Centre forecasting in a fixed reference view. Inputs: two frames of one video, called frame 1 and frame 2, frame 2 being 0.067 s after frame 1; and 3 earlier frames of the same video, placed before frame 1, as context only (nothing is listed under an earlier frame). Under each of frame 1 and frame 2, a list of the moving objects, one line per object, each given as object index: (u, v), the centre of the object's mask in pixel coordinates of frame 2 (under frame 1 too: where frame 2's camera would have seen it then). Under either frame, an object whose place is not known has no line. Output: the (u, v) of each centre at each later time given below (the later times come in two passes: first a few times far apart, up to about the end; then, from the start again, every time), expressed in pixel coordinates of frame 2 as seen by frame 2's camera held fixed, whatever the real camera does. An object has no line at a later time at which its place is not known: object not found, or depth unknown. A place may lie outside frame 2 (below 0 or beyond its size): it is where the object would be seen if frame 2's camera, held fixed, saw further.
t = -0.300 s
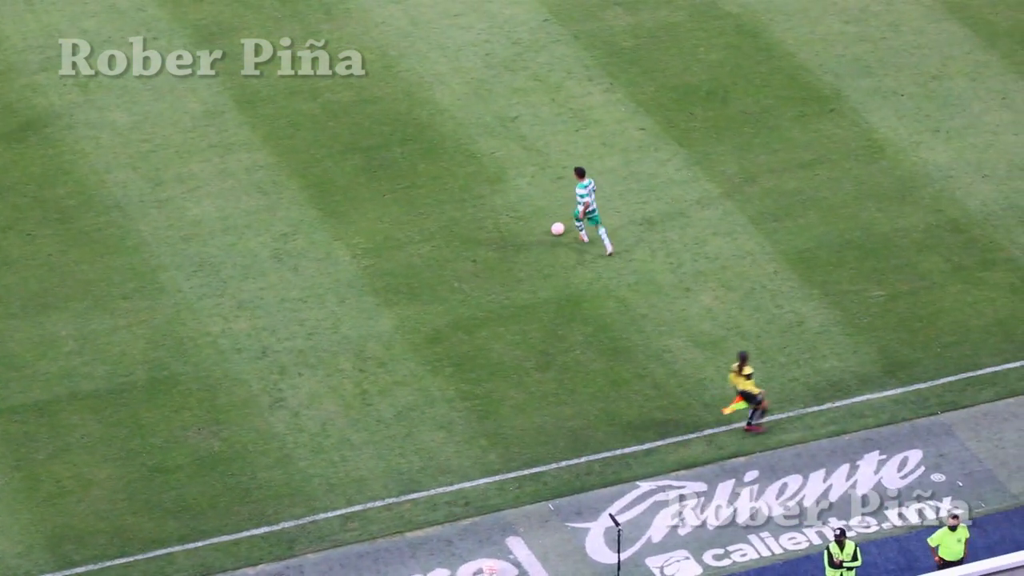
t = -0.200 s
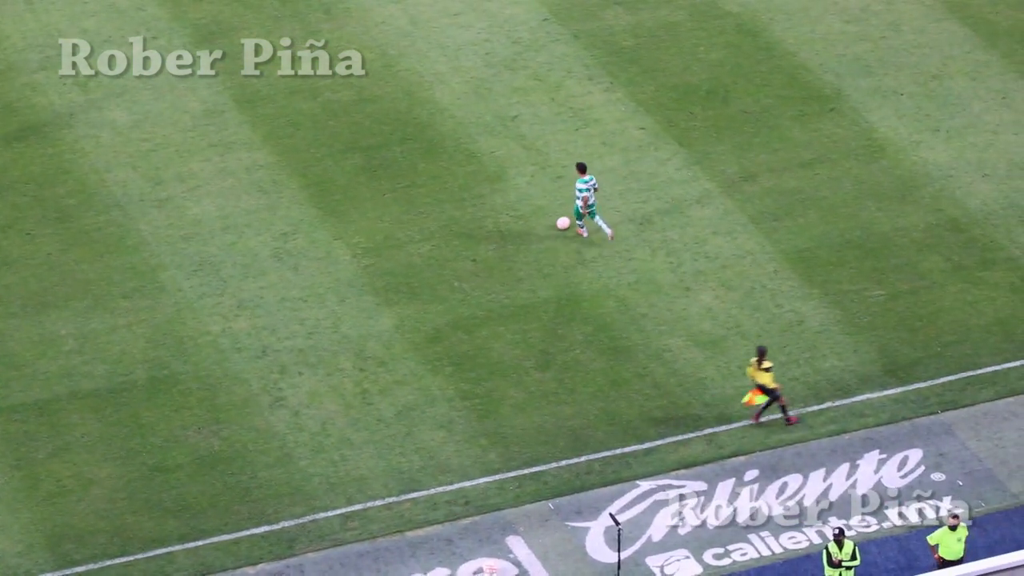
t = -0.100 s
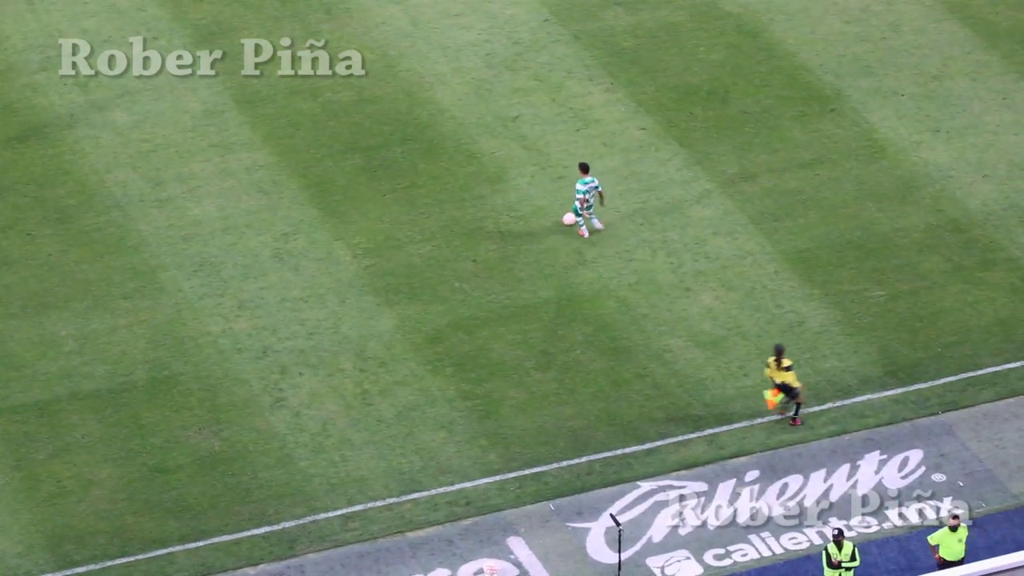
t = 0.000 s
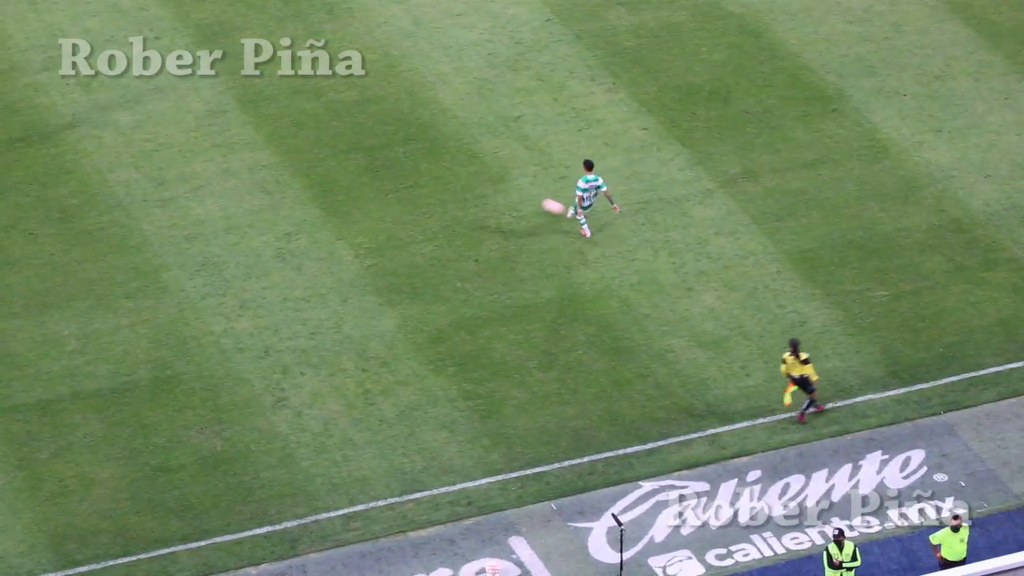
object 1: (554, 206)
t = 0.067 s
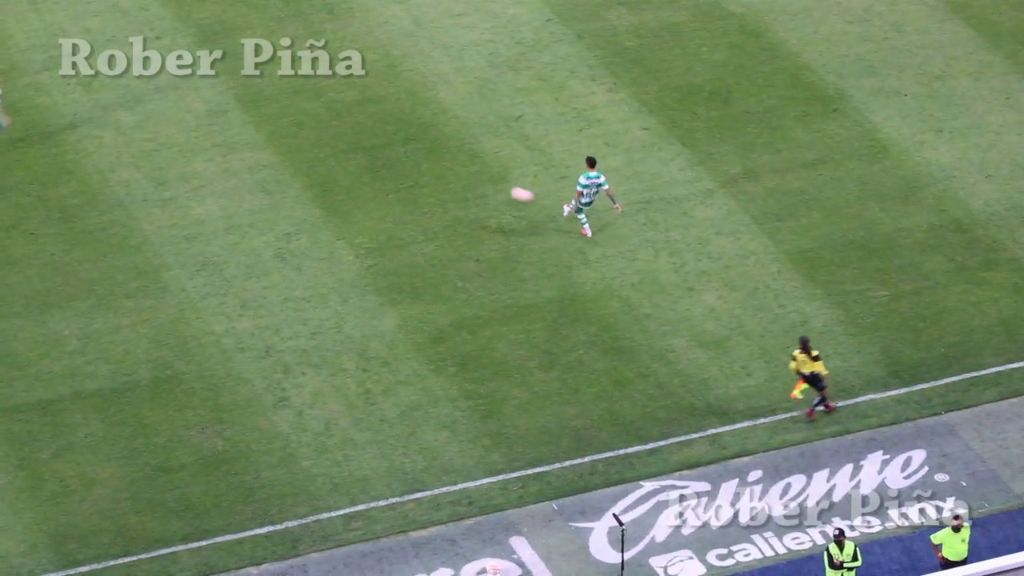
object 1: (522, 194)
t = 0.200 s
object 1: (458, 177)
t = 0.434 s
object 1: (369, 149)
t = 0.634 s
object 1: (313, 128)
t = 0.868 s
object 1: (252, 109)
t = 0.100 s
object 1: (506, 189)
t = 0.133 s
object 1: (490, 185)
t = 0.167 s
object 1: (473, 181)
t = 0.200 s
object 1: (458, 177)
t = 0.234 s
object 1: (443, 174)
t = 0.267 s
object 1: (430, 169)
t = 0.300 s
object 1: (418, 164)
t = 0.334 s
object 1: (406, 159)
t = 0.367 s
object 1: (394, 155)
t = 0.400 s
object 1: (381, 152)
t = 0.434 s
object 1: (369, 149)
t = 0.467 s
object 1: (359, 146)
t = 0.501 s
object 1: (349, 141)
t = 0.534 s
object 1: (340, 137)
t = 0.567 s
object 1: (331, 133)
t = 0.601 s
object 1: (322, 130)
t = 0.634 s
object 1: (313, 128)
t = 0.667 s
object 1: (304, 126)
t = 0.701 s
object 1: (295, 124)
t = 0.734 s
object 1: (286, 122)
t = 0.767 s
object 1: (277, 118)
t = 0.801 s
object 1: (268, 114)
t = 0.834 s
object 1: (260, 111)
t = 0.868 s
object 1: (252, 109)
